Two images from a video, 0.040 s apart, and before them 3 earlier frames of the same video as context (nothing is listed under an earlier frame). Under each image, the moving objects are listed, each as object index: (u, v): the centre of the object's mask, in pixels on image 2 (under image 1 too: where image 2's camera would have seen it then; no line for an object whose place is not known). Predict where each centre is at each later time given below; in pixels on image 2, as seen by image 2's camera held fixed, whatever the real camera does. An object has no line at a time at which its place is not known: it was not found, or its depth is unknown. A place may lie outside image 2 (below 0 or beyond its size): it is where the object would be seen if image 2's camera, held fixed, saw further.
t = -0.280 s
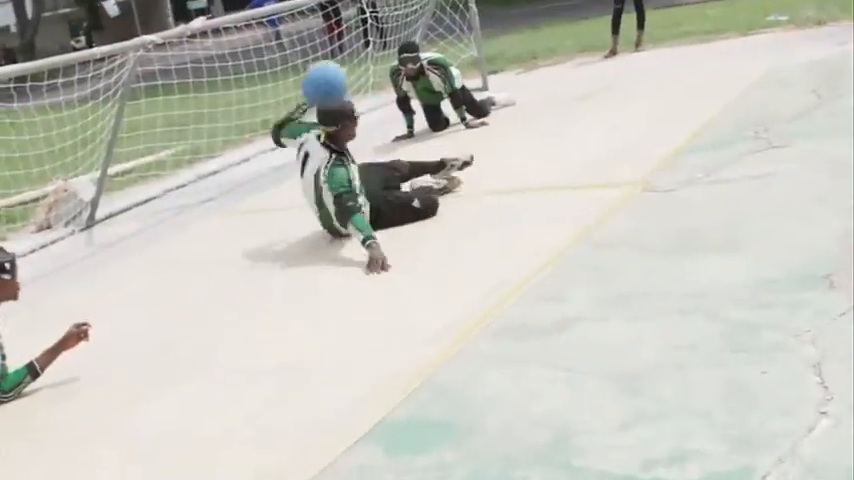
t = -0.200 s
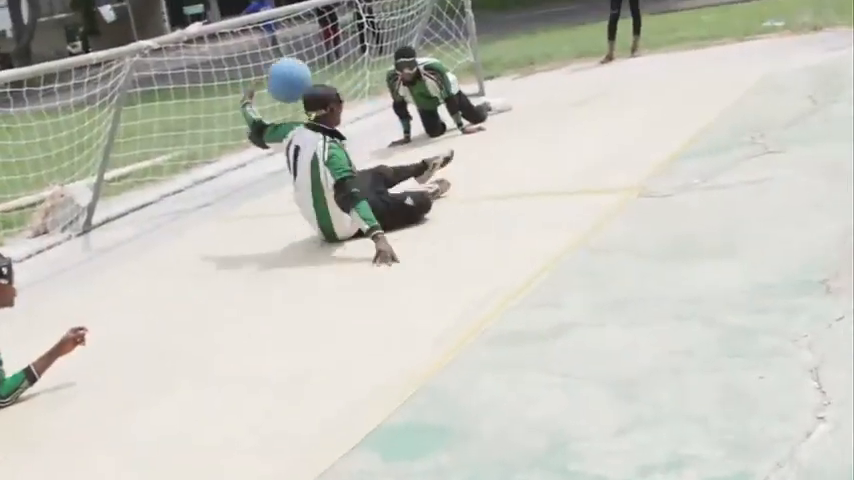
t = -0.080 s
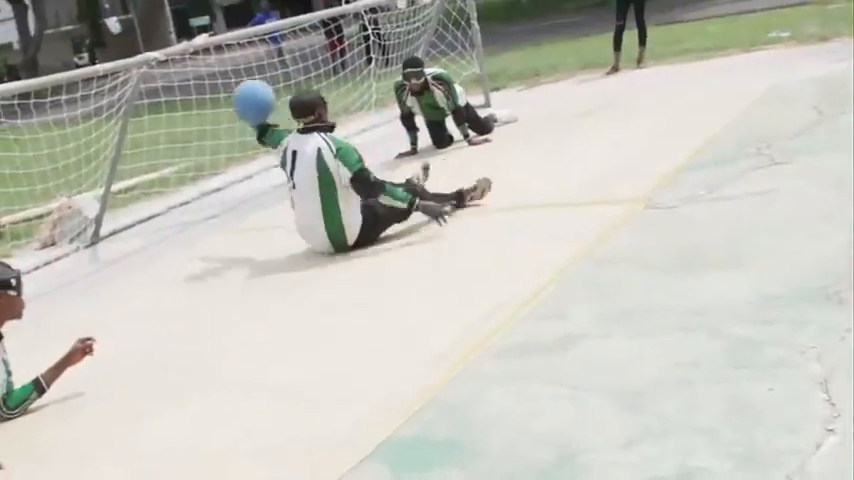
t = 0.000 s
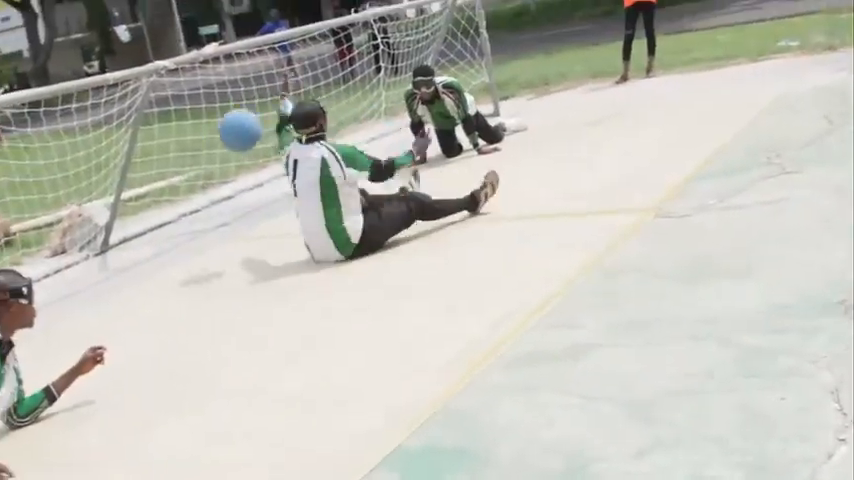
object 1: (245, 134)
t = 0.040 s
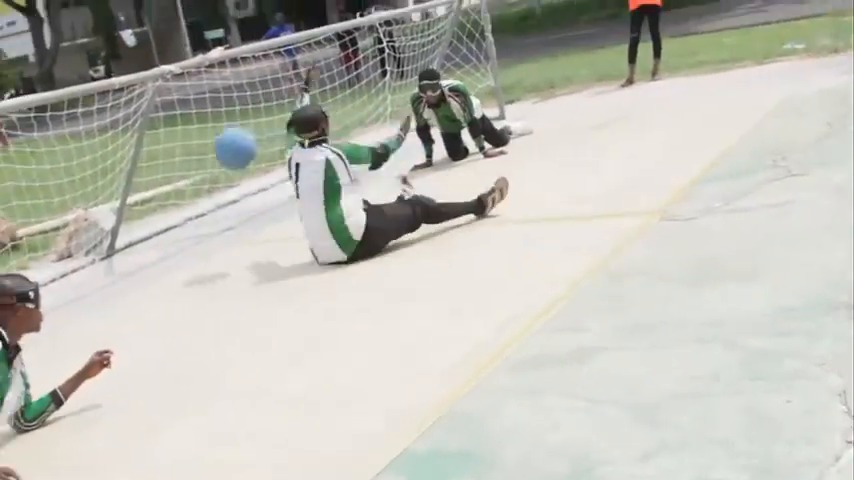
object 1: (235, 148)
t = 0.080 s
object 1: (227, 164)
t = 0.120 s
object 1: (220, 182)
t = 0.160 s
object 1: (213, 202)
